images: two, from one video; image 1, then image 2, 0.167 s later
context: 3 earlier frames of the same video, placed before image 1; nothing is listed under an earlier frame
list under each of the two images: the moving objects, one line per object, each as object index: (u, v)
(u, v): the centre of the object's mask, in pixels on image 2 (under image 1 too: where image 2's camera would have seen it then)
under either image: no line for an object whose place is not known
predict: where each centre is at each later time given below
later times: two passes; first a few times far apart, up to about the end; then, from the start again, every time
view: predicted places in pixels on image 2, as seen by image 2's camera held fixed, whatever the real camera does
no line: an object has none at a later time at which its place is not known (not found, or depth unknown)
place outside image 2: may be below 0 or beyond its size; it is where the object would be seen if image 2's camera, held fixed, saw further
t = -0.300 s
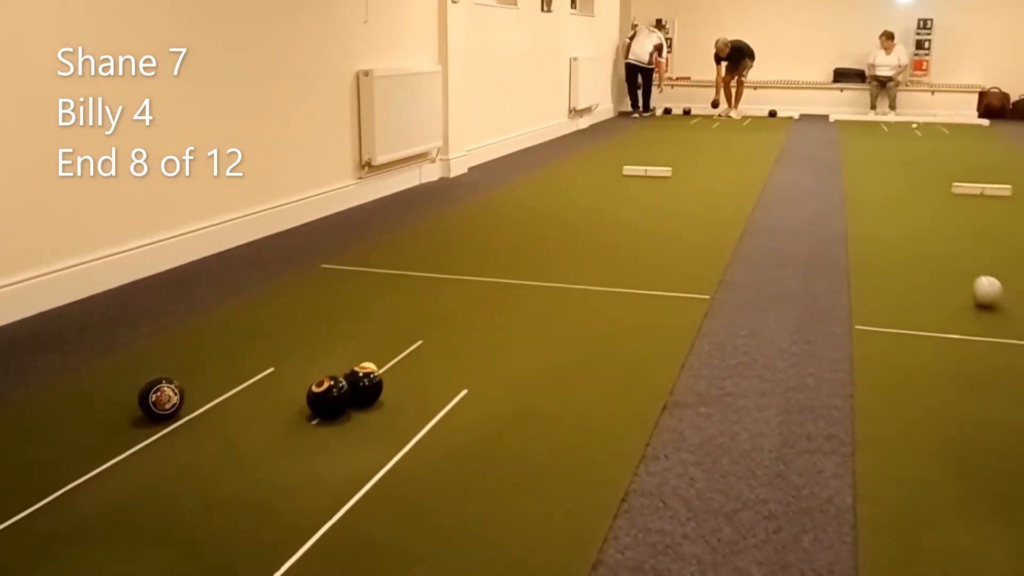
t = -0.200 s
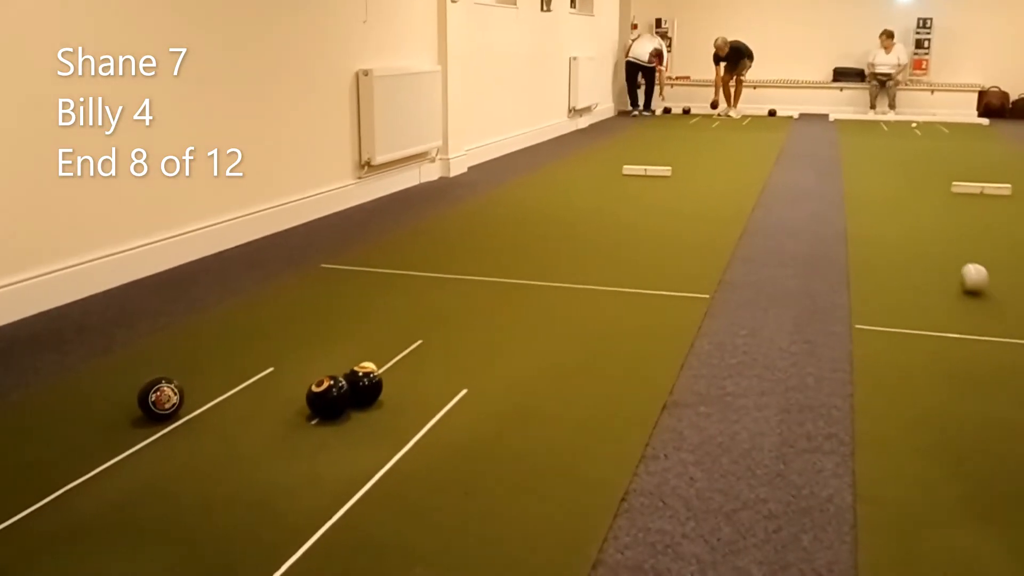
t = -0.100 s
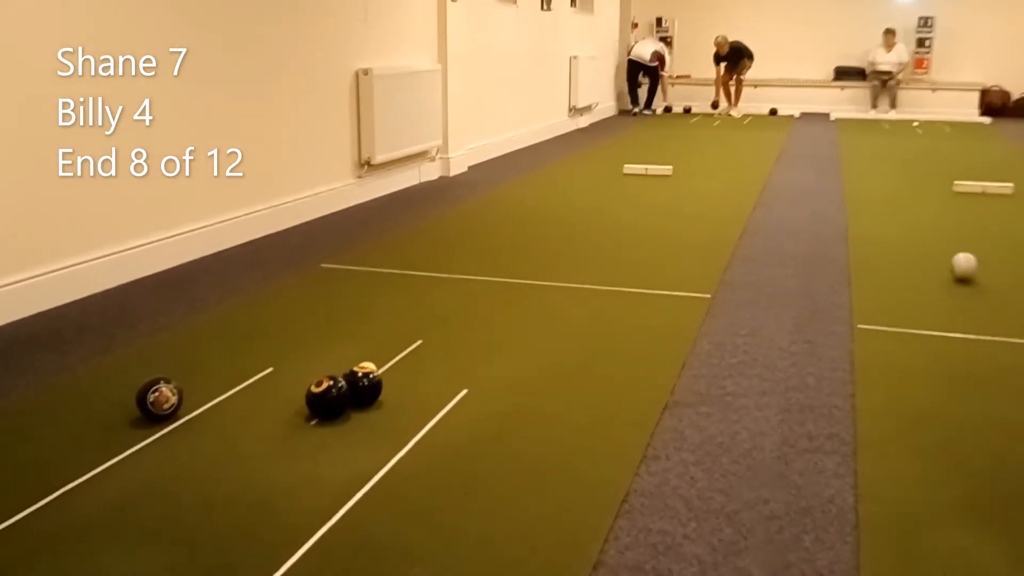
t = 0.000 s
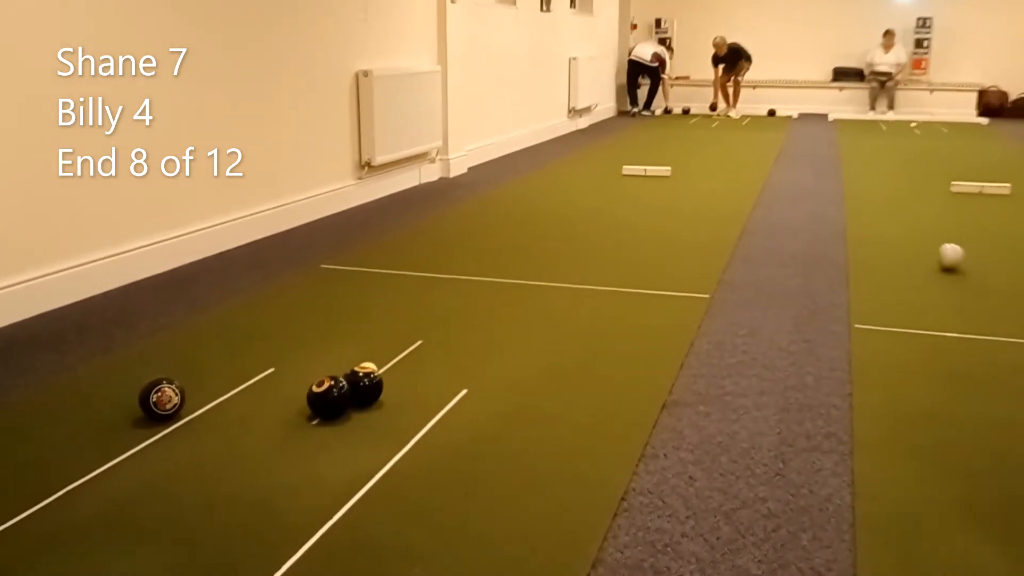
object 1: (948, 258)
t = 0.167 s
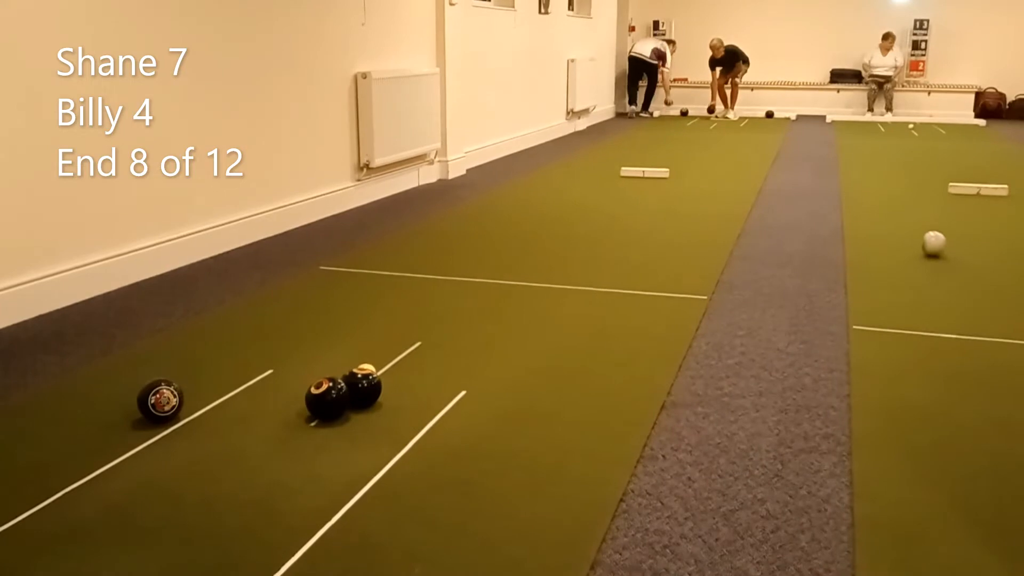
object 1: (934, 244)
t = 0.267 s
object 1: (926, 236)
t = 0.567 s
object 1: (908, 217)
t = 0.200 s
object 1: (931, 241)
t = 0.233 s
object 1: (929, 238)
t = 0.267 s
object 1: (926, 236)
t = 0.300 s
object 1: (924, 233)
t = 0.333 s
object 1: (921, 231)
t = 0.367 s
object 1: (919, 229)
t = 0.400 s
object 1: (917, 227)
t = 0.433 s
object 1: (915, 224)
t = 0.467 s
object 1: (912, 222)
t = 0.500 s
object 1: (911, 220)
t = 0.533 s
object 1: (909, 219)
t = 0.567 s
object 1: (908, 217)
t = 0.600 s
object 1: (905, 215)
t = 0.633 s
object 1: (904, 213)
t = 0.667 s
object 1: (902, 211)
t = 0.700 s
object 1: (901, 210)
